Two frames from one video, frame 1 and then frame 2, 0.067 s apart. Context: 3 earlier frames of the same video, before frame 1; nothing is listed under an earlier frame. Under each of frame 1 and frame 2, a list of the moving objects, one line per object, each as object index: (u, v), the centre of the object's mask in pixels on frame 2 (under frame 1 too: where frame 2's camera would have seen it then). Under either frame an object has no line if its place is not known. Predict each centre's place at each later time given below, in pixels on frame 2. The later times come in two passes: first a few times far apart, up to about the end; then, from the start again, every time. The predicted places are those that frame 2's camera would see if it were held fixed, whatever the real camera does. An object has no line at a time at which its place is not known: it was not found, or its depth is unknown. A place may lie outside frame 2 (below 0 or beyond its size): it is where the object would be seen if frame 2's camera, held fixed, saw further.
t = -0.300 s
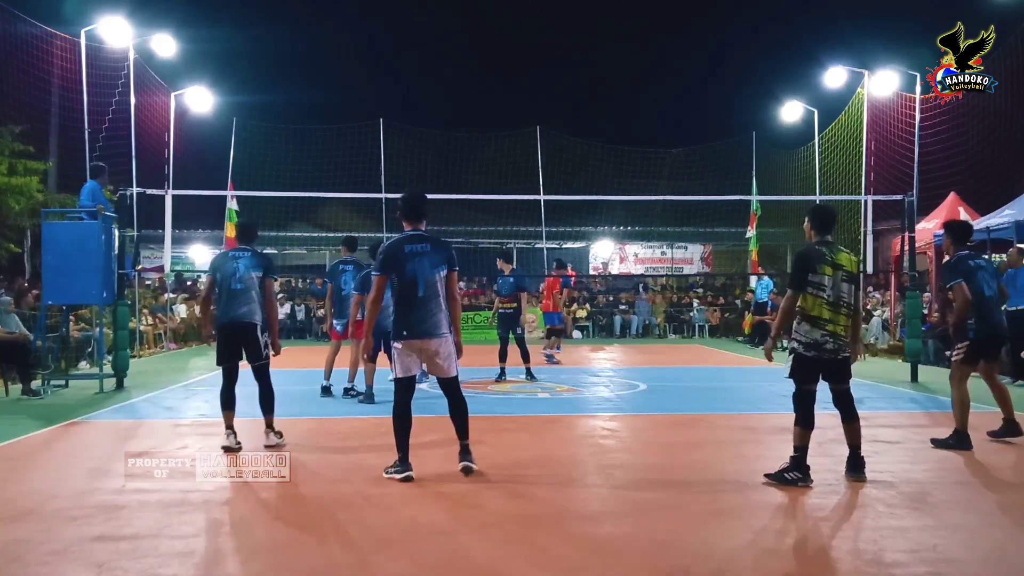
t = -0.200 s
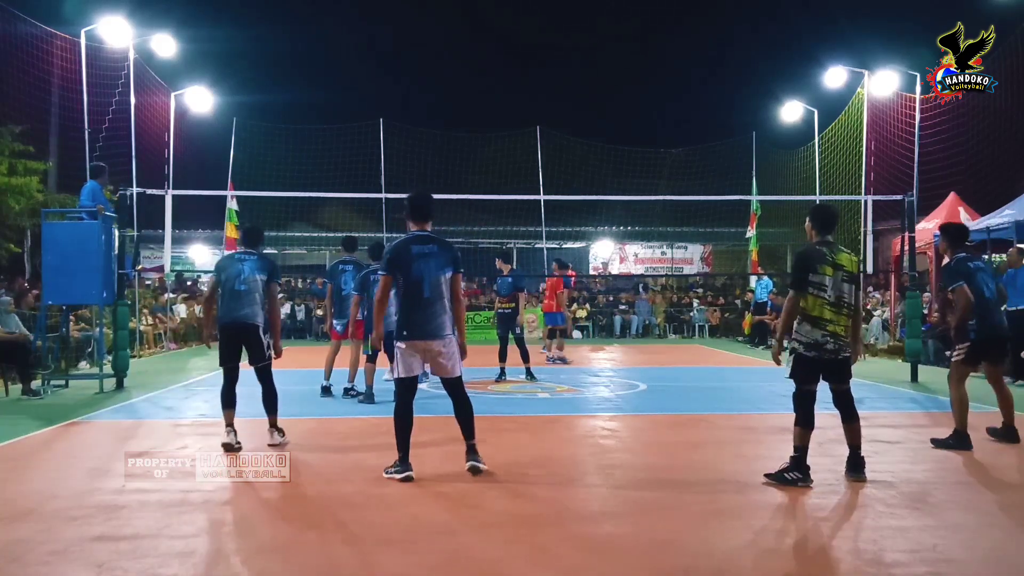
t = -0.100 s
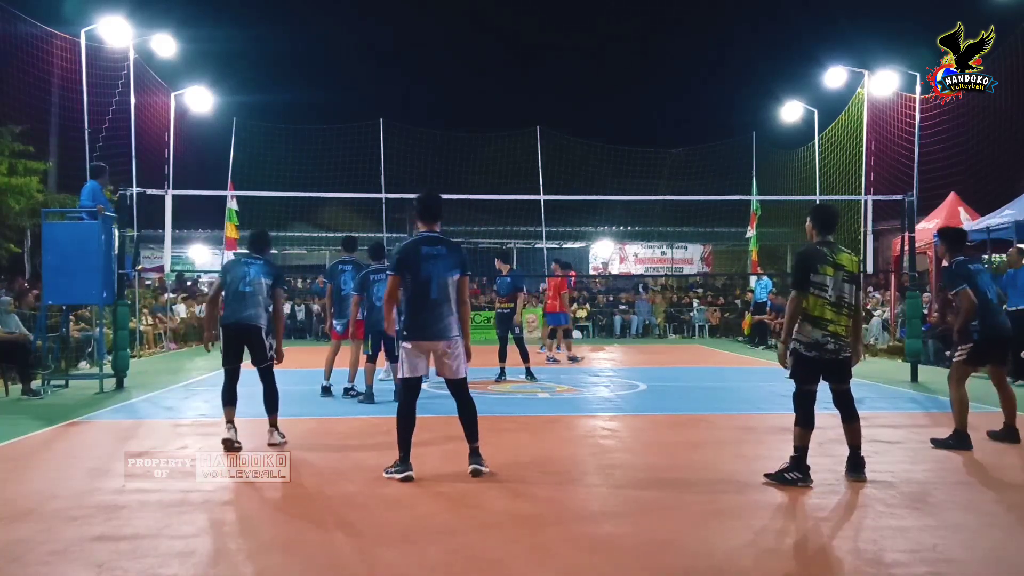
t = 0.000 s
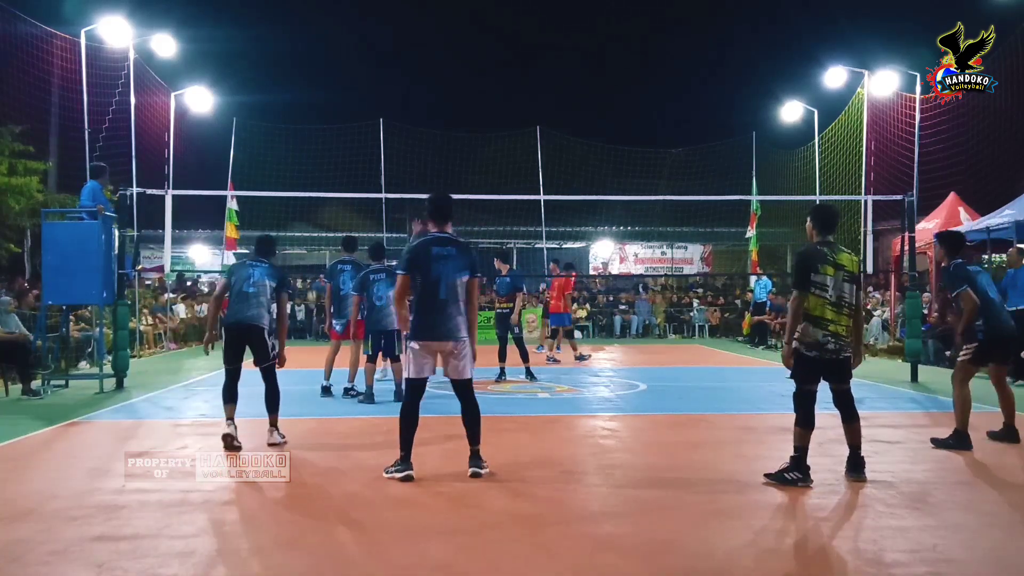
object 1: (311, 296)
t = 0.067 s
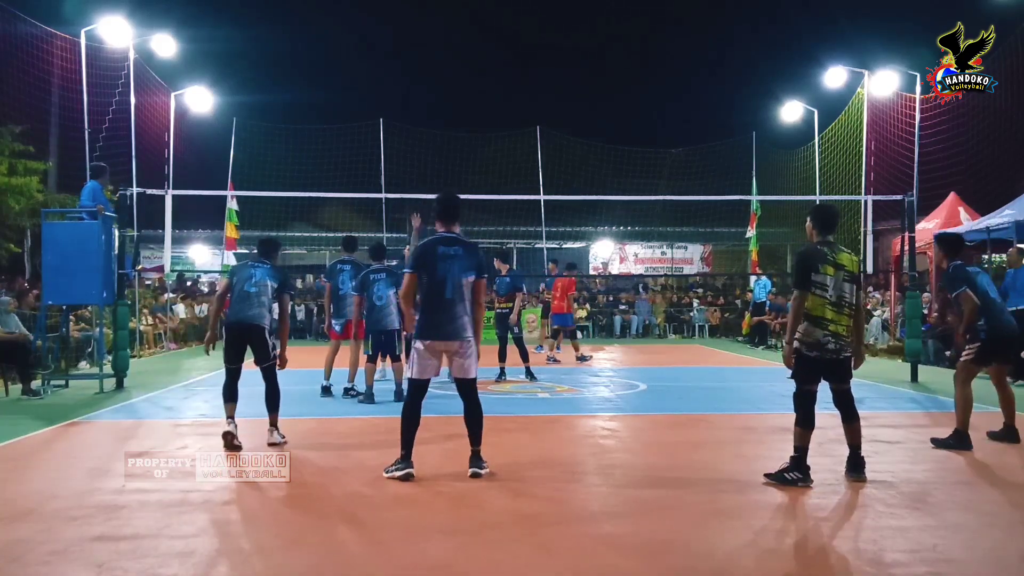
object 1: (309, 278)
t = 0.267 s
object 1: (312, 222)
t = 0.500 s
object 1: (315, 178)
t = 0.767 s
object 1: (320, 157)
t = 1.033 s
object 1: (324, 168)
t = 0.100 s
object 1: (309, 266)
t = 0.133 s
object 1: (309, 259)
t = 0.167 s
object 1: (311, 248)
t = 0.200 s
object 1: (311, 239)
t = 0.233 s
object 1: (312, 230)
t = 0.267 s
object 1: (312, 222)
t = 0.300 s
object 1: (312, 214)
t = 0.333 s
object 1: (313, 207)
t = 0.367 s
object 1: (314, 202)
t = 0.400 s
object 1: (314, 193)
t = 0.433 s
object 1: (315, 188)
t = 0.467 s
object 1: (315, 183)
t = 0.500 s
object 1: (315, 178)
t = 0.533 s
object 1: (316, 174)
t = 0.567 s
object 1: (317, 170)
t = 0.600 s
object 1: (317, 166)
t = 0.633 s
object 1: (318, 164)
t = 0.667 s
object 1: (318, 161)
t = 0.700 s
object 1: (319, 159)
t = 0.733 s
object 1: (319, 158)
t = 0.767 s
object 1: (320, 157)
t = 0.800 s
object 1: (320, 157)
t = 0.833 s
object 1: (321, 157)
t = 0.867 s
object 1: (321, 157)
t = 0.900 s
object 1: (322, 158)
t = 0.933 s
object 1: (322, 160)
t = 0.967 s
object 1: (323, 162)
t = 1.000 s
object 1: (323, 164)
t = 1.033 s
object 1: (324, 168)
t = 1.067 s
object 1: (324, 171)
